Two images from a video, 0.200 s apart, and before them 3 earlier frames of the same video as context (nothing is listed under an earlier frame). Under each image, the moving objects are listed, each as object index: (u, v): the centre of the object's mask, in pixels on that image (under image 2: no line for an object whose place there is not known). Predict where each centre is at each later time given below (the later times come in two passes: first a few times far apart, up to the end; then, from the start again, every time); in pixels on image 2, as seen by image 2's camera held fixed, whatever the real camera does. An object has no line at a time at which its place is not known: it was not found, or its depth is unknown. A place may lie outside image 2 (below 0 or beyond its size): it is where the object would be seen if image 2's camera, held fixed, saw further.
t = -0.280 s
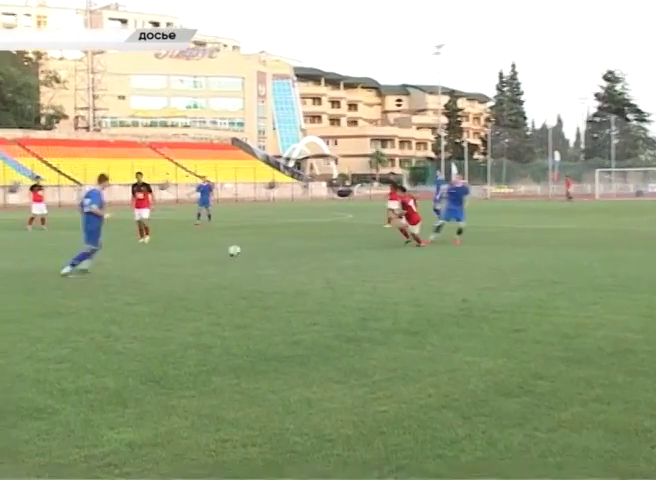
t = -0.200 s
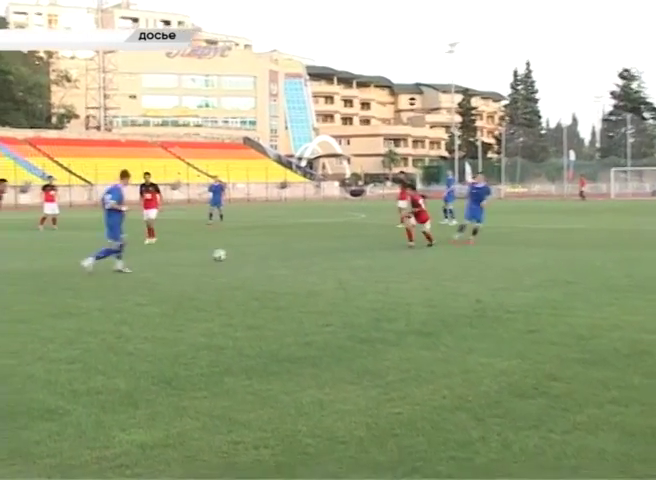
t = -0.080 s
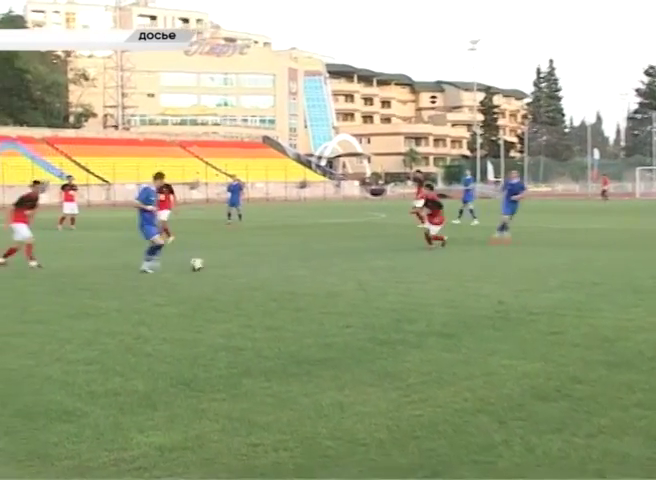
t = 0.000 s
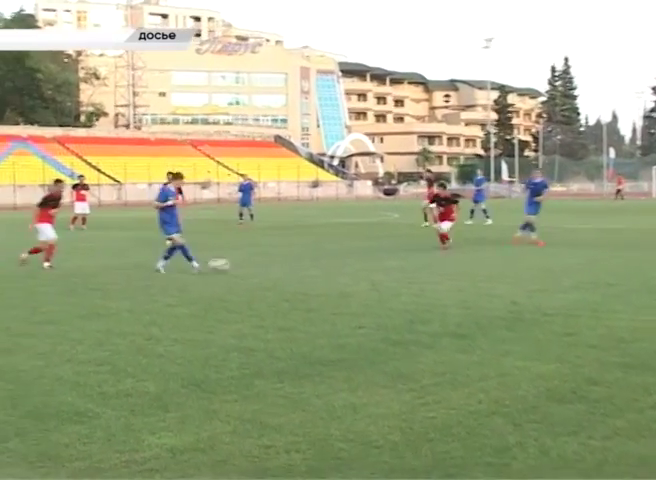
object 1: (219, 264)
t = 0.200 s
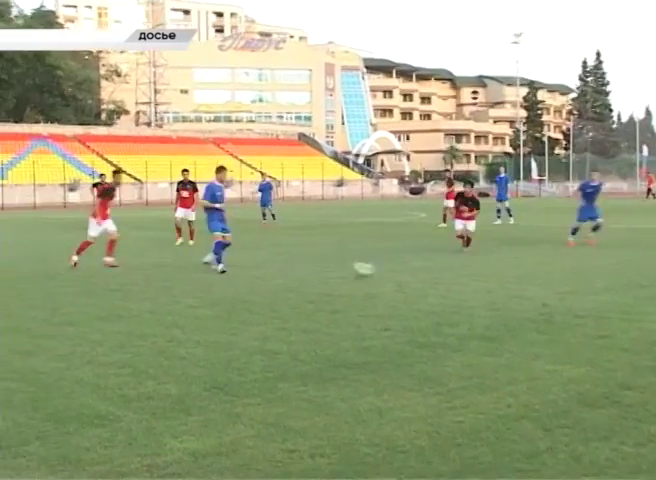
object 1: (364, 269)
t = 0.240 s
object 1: (389, 271)
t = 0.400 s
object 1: (484, 275)
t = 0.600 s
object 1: (600, 280)
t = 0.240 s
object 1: (389, 271)
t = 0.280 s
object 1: (414, 274)
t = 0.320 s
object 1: (439, 276)
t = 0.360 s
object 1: (461, 275)
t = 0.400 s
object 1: (484, 275)
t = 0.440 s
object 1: (507, 276)
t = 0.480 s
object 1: (532, 277)
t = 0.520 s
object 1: (556, 281)
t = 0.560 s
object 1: (578, 282)
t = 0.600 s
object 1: (600, 280)
